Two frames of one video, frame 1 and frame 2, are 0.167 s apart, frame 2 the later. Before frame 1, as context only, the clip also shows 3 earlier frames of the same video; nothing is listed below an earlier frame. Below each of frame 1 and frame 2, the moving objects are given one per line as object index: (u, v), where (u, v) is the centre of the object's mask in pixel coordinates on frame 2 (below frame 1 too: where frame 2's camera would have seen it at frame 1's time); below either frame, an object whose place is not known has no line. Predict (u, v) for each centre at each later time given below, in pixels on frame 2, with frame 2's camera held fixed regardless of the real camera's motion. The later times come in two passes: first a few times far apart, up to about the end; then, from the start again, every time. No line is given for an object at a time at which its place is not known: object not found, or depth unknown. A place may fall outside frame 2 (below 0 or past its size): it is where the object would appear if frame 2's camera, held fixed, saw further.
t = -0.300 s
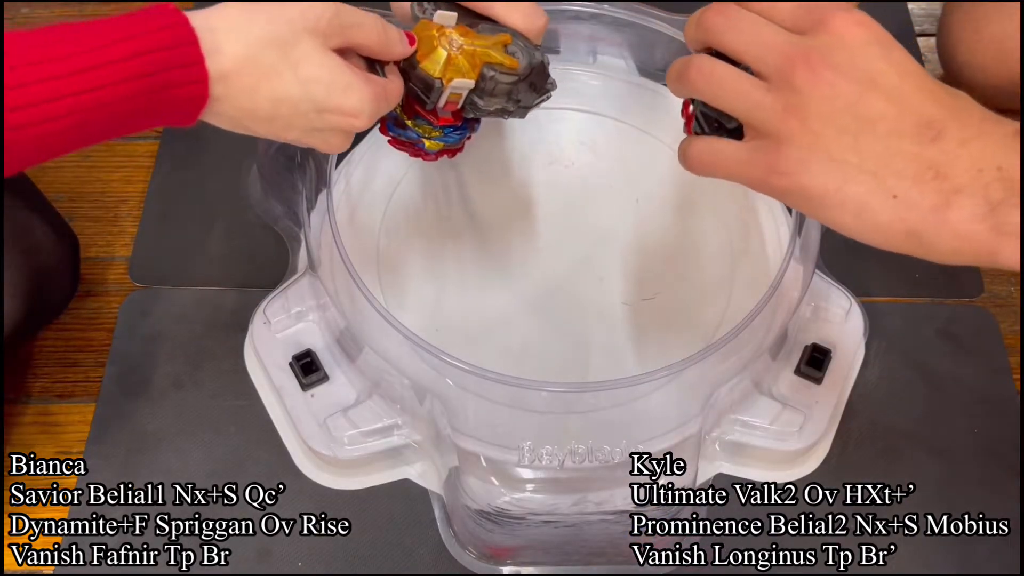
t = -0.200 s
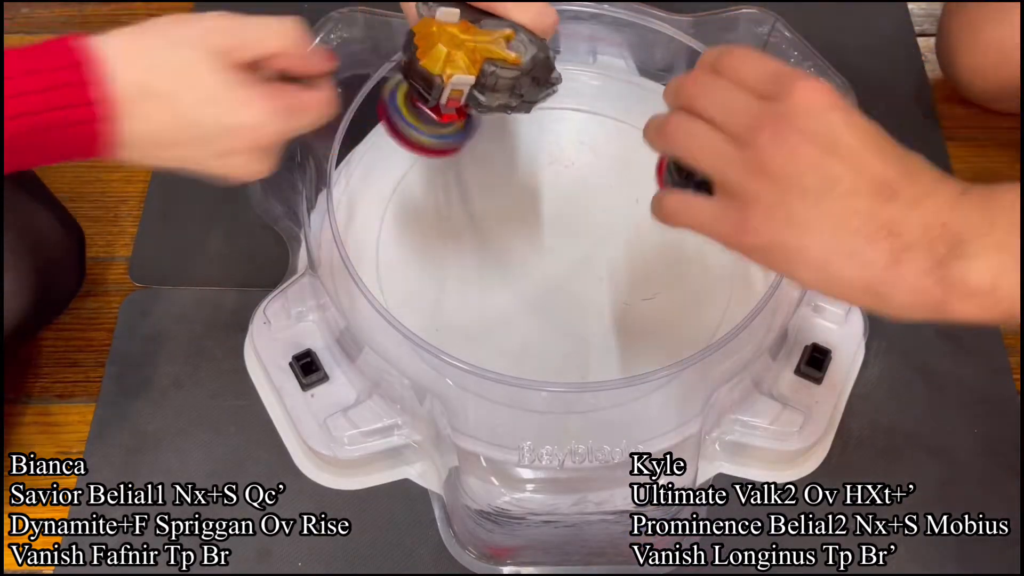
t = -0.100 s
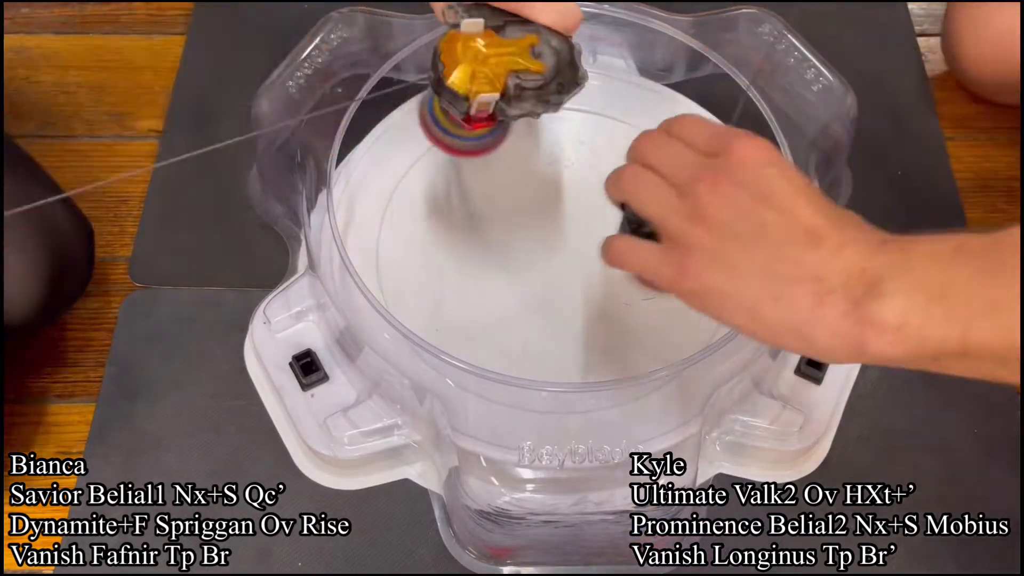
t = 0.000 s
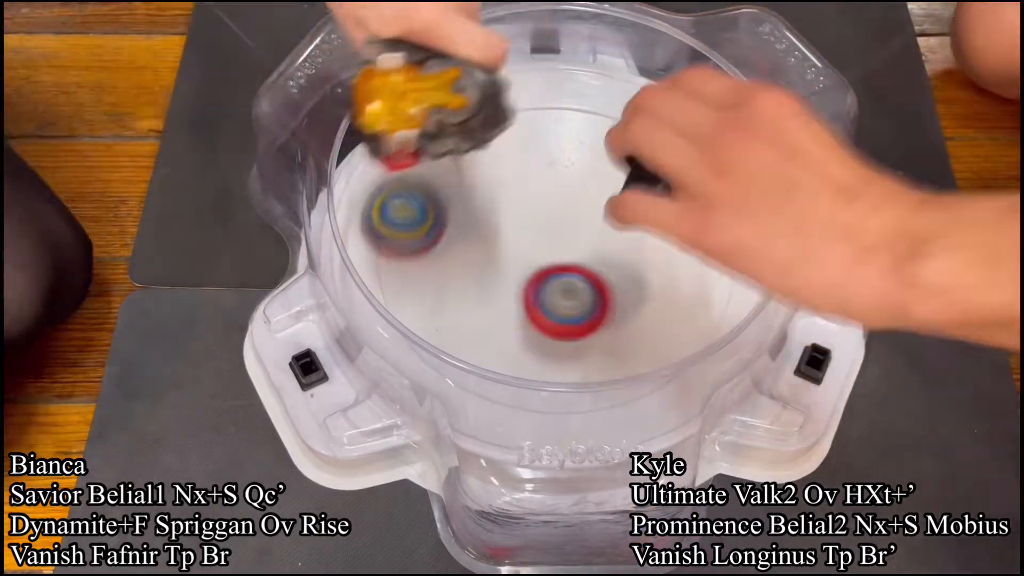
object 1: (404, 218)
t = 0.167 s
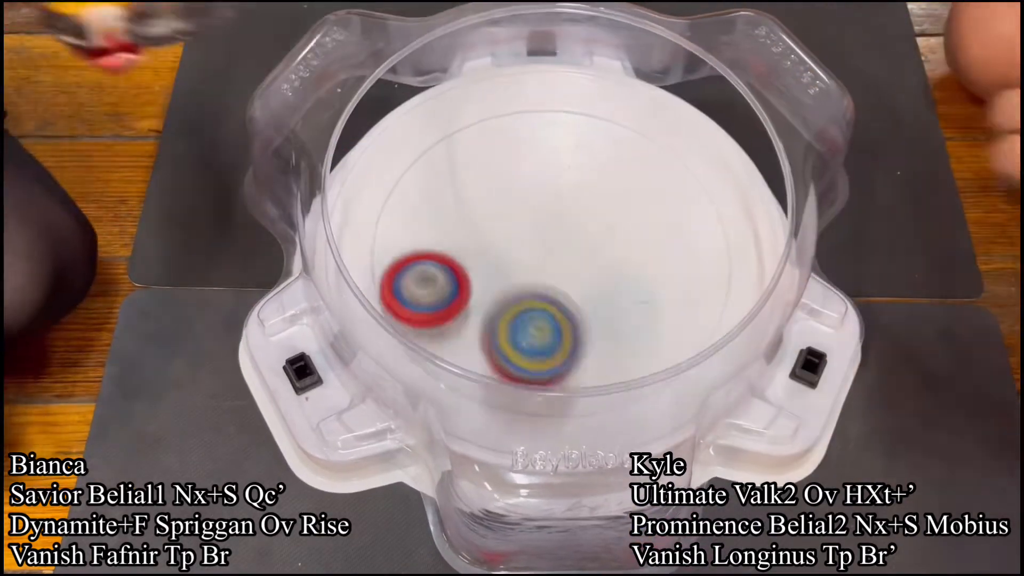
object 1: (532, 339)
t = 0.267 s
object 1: (660, 334)
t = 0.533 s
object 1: (648, 117)
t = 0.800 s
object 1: (706, 136)
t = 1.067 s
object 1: (480, 246)
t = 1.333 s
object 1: (407, 314)
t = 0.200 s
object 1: (579, 365)
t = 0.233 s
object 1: (623, 383)
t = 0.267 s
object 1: (660, 334)
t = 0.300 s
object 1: (705, 292)
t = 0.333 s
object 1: (741, 254)
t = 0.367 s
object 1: (752, 229)
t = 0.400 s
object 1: (738, 186)
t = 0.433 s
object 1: (718, 136)
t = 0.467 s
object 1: (697, 105)
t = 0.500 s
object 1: (676, 100)
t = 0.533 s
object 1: (648, 117)
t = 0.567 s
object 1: (658, 99)
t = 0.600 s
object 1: (672, 94)
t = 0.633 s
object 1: (688, 97)
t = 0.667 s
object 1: (698, 108)
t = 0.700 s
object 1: (709, 113)
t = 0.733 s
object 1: (712, 120)
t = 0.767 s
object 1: (710, 127)
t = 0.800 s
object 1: (706, 136)
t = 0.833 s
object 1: (697, 148)
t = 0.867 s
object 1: (681, 161)
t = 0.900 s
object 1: (660, 179)
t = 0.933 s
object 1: (623, 194)
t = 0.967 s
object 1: (583, 210)
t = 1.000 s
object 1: (535, 229)
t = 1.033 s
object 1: (494, 247)
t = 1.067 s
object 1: (480, 246)
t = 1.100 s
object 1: (463, 248)
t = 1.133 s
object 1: (451, 252)
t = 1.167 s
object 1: (438, 255)
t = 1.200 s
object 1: (427, 260)
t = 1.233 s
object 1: (417, 272)
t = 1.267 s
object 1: (413, 285)
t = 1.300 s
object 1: (412, 294)
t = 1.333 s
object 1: (407, 314)
